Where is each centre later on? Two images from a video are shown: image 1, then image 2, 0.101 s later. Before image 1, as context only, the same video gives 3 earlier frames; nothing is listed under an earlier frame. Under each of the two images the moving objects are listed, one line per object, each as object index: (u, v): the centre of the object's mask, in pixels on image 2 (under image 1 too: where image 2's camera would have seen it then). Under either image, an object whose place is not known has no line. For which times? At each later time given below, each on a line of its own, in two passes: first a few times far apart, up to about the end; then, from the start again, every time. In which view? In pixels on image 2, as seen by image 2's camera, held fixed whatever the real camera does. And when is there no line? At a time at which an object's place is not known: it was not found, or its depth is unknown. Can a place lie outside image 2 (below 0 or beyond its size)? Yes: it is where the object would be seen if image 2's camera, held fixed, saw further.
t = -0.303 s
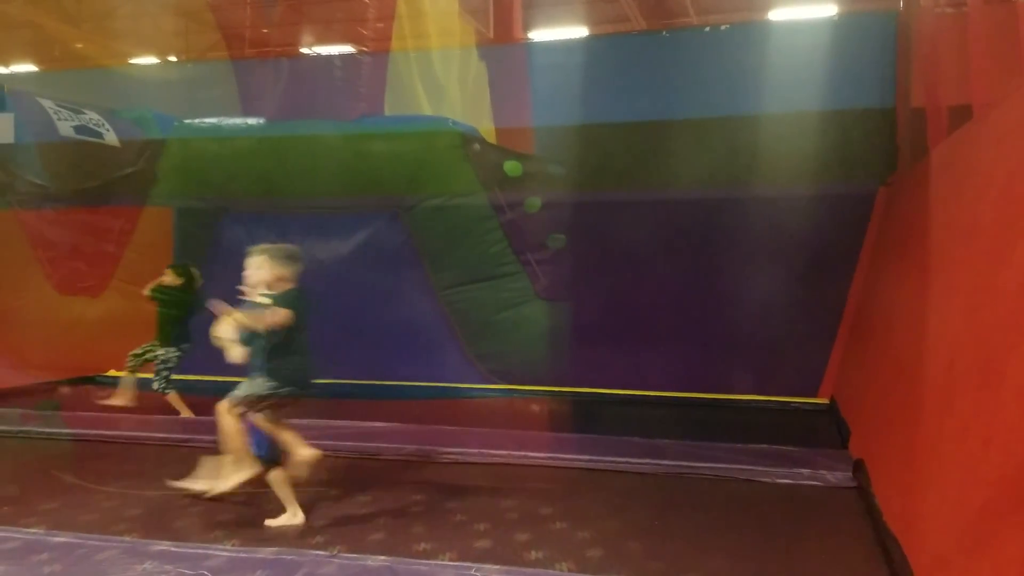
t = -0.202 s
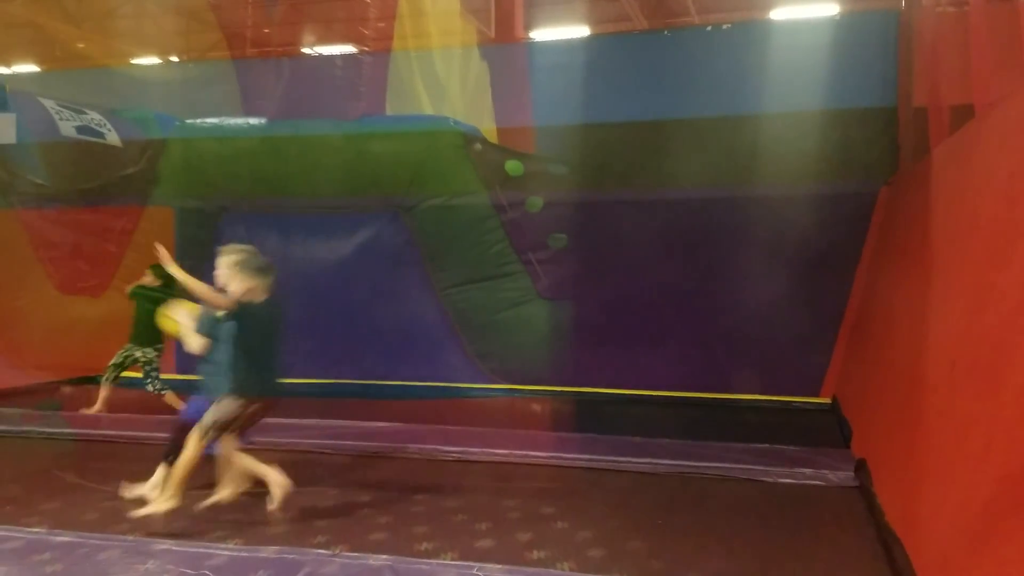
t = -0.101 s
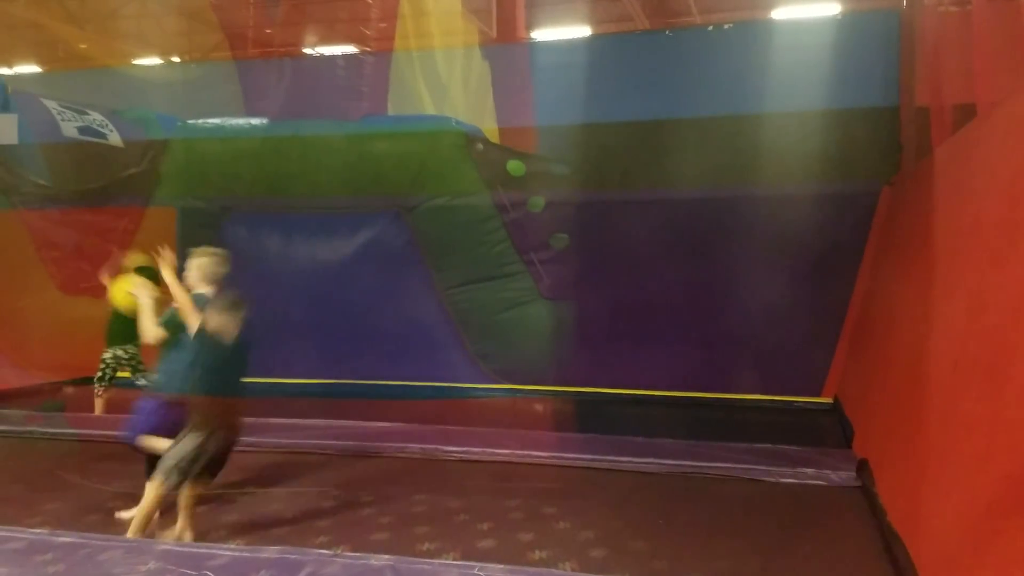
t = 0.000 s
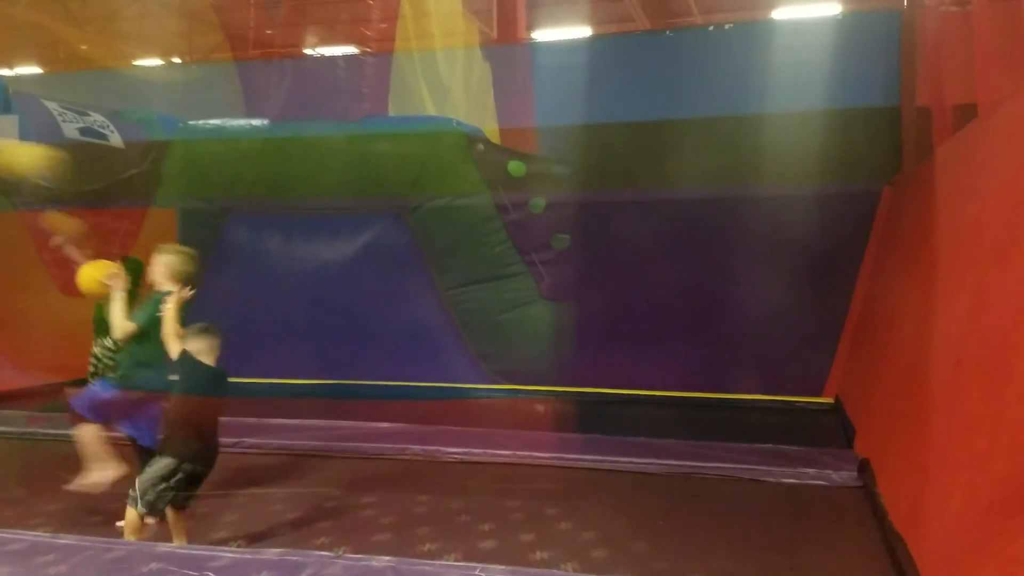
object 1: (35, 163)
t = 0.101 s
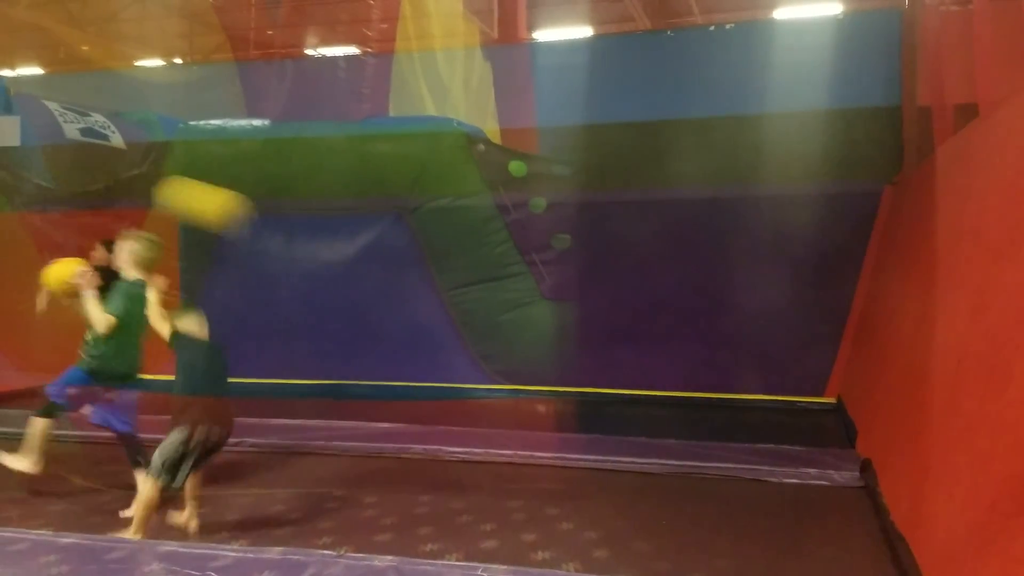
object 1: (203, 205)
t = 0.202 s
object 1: (400, 277)
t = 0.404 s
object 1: (852, 529)
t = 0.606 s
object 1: (688, 438)
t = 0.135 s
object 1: (266, 226)
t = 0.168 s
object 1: (332, 250)
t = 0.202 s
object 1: (400, 277)
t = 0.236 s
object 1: (469, 308)
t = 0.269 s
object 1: (539, 343)
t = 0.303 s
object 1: (614, 381)
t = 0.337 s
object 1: (690, 424)
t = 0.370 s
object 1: (774, 476)
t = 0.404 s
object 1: (852, 529)
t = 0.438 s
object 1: (861, 550)
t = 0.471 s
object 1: (828, 530)
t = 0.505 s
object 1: (791, 502)
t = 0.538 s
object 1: (756, 477)
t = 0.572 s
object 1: (721, 456)
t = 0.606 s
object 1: (688, 438)
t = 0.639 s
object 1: (656, 424)
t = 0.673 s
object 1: (625, 413)
